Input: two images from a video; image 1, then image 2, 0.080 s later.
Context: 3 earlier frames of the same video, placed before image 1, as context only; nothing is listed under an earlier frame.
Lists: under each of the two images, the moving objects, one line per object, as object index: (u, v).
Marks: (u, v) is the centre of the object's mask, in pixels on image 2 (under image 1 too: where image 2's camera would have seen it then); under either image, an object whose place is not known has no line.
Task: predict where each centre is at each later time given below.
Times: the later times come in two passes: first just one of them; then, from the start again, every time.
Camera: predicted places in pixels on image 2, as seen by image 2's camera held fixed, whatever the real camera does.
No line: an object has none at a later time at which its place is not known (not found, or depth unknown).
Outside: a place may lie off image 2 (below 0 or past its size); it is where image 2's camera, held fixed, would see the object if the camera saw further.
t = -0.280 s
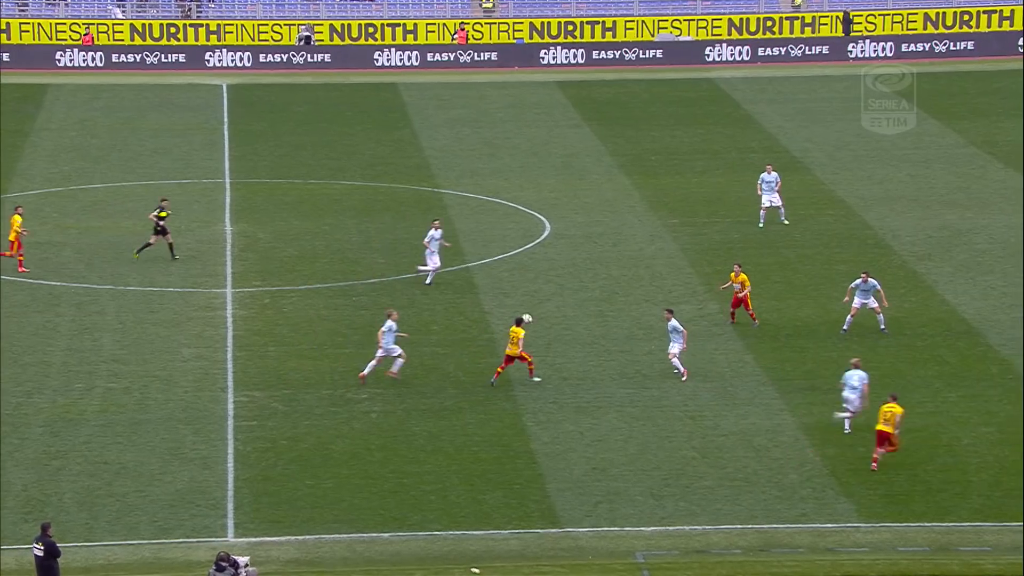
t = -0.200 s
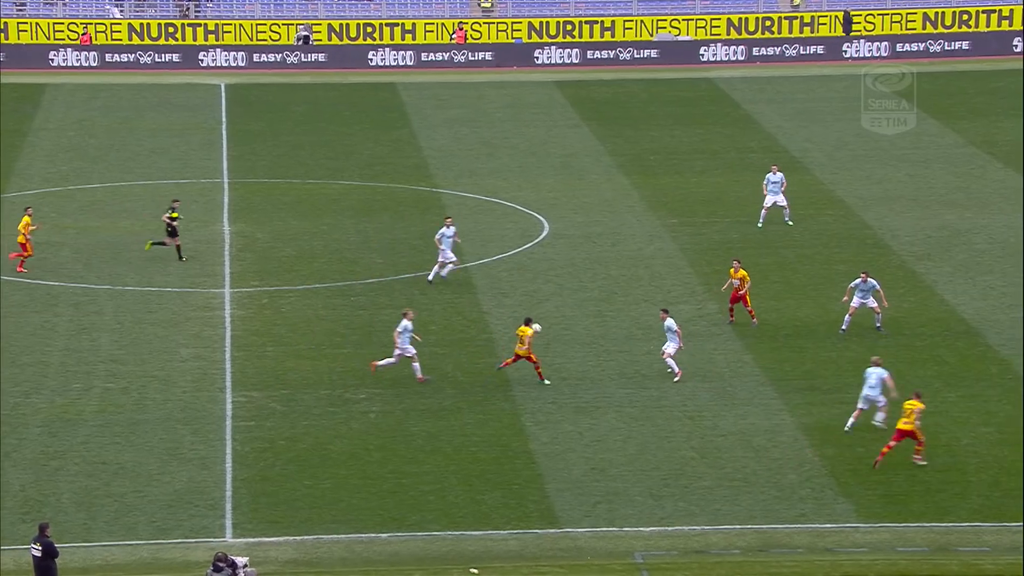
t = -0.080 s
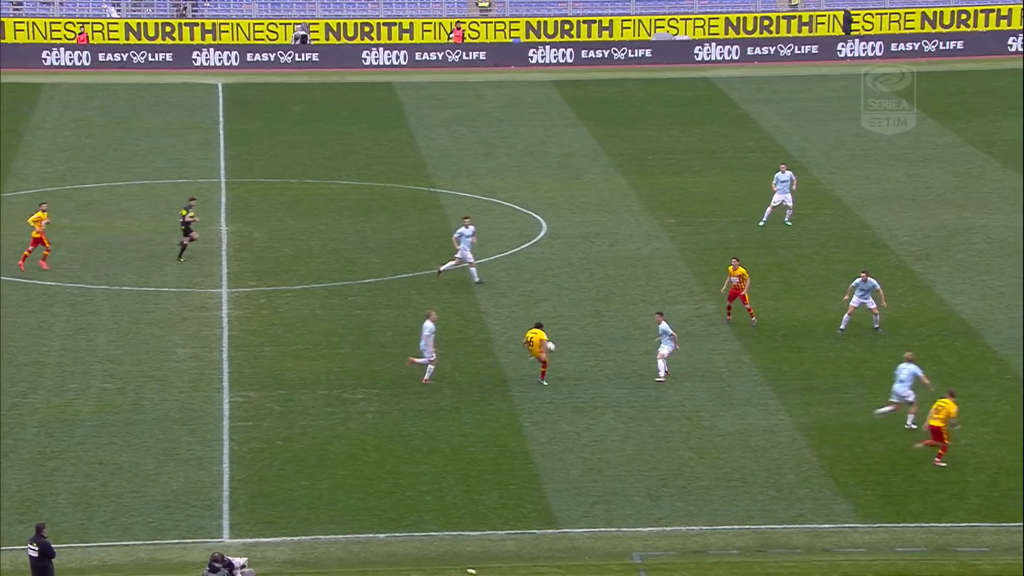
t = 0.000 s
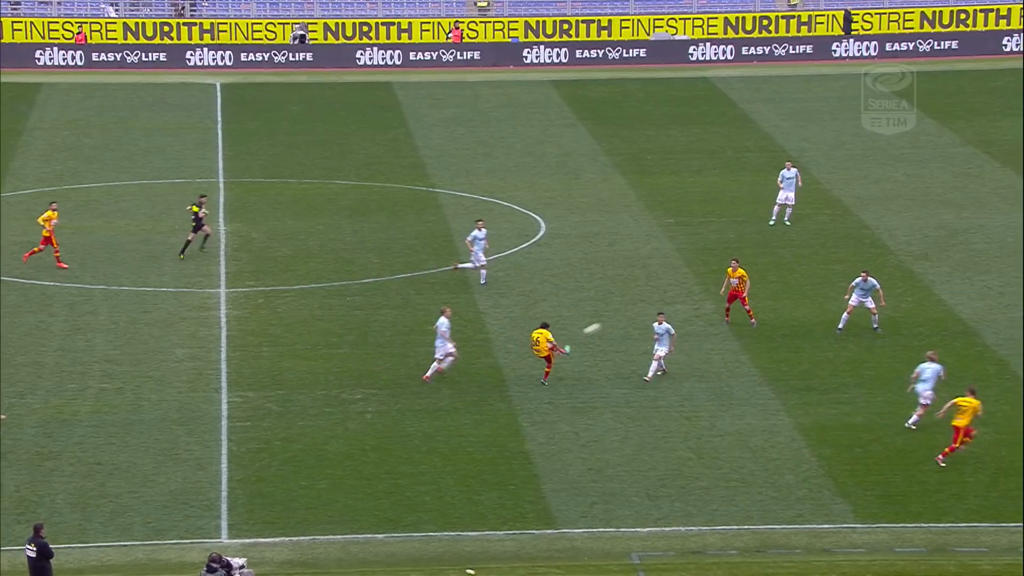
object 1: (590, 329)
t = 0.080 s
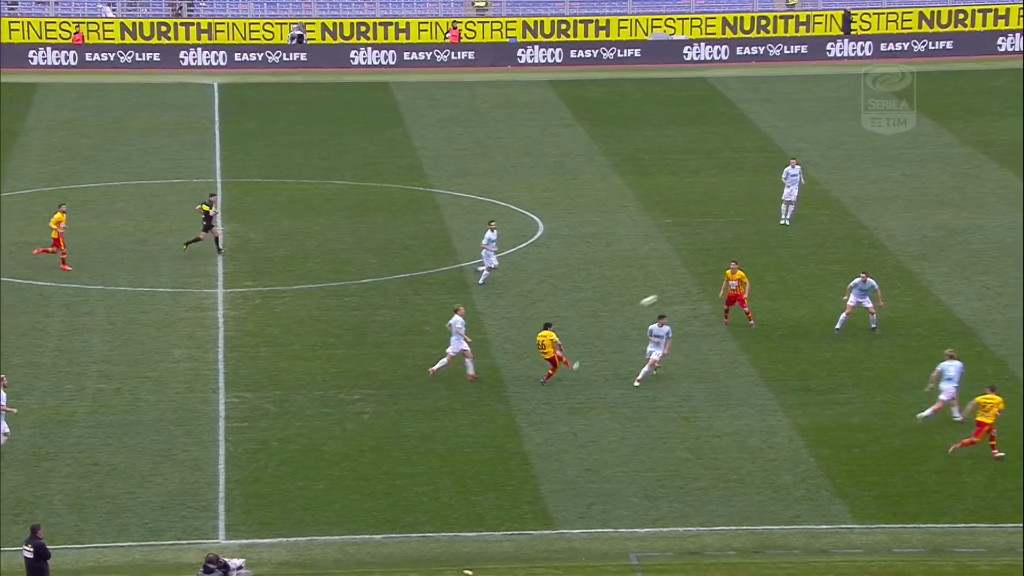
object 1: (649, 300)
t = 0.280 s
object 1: (793, 246)
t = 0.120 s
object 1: (678, 288)
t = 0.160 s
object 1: (707, 276)
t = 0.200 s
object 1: (736, 264)
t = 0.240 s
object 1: (765, 255)
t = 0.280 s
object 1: (793, 246)
